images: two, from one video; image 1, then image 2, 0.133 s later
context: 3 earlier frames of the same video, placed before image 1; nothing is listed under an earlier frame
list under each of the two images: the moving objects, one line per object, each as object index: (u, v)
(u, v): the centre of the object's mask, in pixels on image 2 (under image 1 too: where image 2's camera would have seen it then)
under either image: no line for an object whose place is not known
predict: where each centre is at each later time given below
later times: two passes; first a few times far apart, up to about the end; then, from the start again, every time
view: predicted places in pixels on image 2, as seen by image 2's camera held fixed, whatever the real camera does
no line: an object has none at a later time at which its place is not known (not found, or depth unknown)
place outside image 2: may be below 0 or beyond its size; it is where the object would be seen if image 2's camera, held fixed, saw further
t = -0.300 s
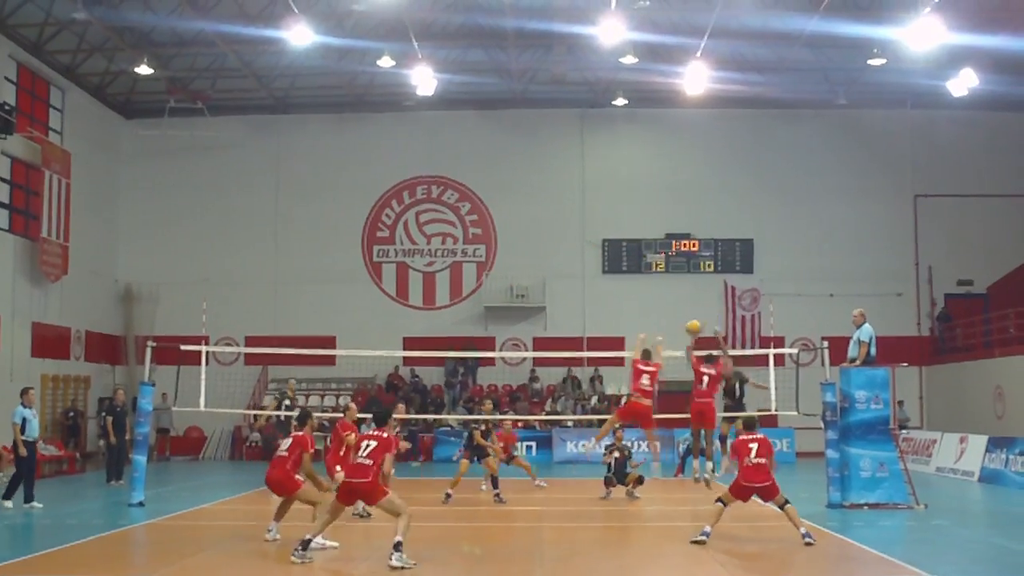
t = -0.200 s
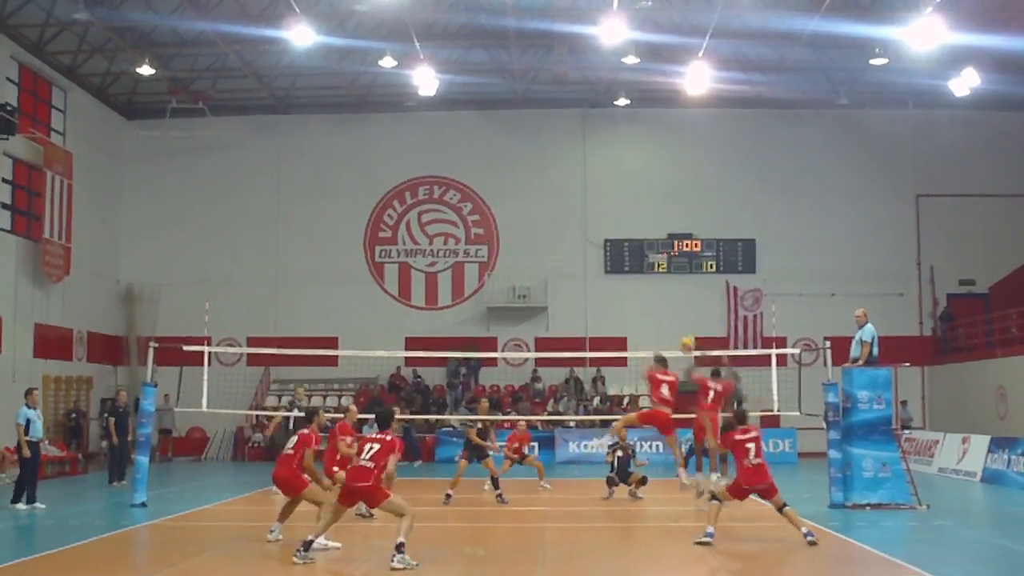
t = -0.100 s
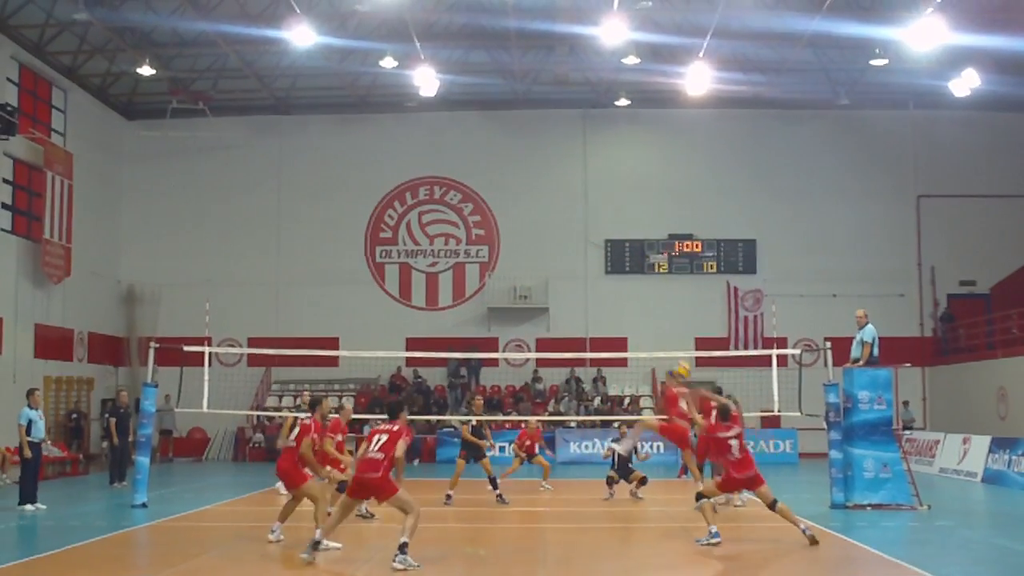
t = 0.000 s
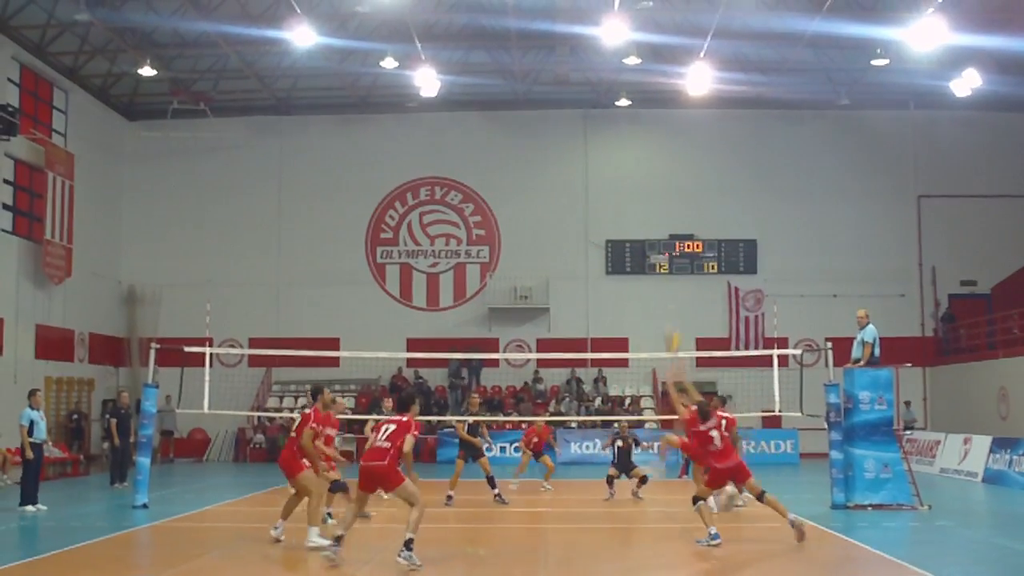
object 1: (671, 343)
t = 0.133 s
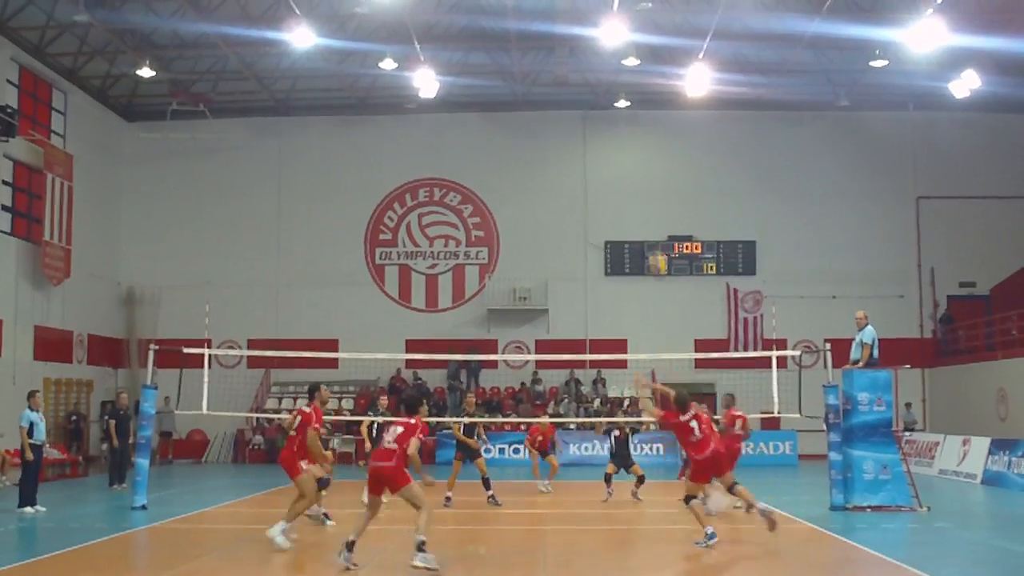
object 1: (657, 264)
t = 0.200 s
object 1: (651, 230)
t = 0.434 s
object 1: (627, 144)
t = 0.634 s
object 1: (607, 103)
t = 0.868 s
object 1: (583, 97)
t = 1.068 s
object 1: (562, 131)
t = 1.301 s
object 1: (538, 219)
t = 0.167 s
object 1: (655, 249)
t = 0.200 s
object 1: (651, 230)
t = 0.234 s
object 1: (647, 216)
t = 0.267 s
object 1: (645, 203)
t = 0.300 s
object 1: (641, 190)
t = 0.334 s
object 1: (638, 177)
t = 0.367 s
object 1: (634, 165)
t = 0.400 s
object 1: (631, 153)
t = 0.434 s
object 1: (627, 144)
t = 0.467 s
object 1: (624, 136)
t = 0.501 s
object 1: (621, 127)
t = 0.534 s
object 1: (617, 119)
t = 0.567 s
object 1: (616, 115)
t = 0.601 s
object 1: (610, 107)
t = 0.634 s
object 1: (607, 103)
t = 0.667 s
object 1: (605, 100)
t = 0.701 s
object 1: (600, 96)
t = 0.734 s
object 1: (597, 94)
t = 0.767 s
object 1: (594, 93)
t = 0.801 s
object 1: (589, 94)
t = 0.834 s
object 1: (586, 95)
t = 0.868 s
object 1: (583, 97)
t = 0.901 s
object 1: (580, 100)
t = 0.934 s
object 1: (576, 104)
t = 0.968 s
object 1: (572, 109)
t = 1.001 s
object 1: (568, 114)
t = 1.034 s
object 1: (565, 122)
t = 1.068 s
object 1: (562, 131)
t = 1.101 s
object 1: (558, 140)
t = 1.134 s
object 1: (555, 150)
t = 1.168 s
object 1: (552, 162)
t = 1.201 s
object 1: (549, 175)
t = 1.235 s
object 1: (544, 188)
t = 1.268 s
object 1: (541, 203)
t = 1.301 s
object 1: (538, 219)
